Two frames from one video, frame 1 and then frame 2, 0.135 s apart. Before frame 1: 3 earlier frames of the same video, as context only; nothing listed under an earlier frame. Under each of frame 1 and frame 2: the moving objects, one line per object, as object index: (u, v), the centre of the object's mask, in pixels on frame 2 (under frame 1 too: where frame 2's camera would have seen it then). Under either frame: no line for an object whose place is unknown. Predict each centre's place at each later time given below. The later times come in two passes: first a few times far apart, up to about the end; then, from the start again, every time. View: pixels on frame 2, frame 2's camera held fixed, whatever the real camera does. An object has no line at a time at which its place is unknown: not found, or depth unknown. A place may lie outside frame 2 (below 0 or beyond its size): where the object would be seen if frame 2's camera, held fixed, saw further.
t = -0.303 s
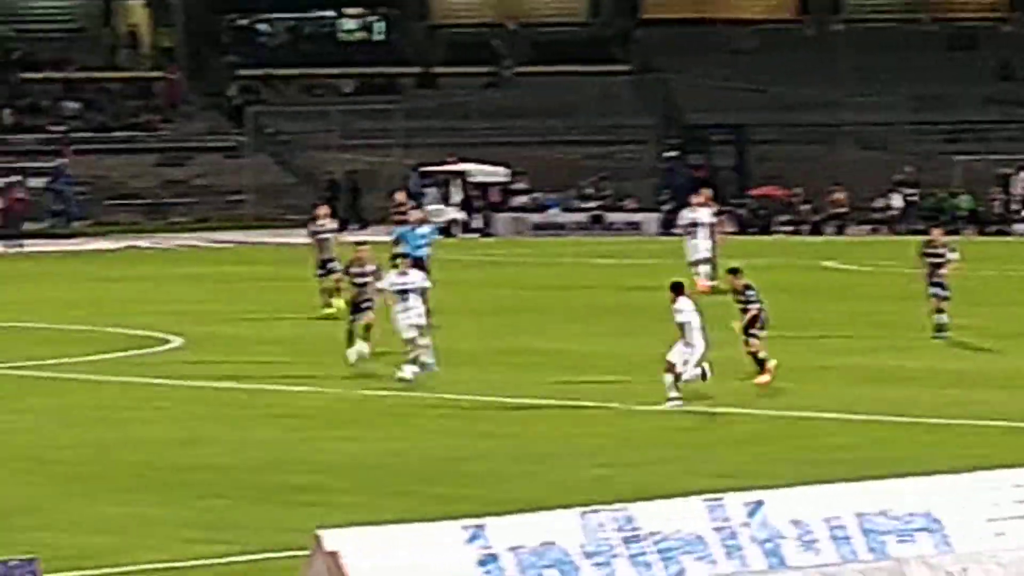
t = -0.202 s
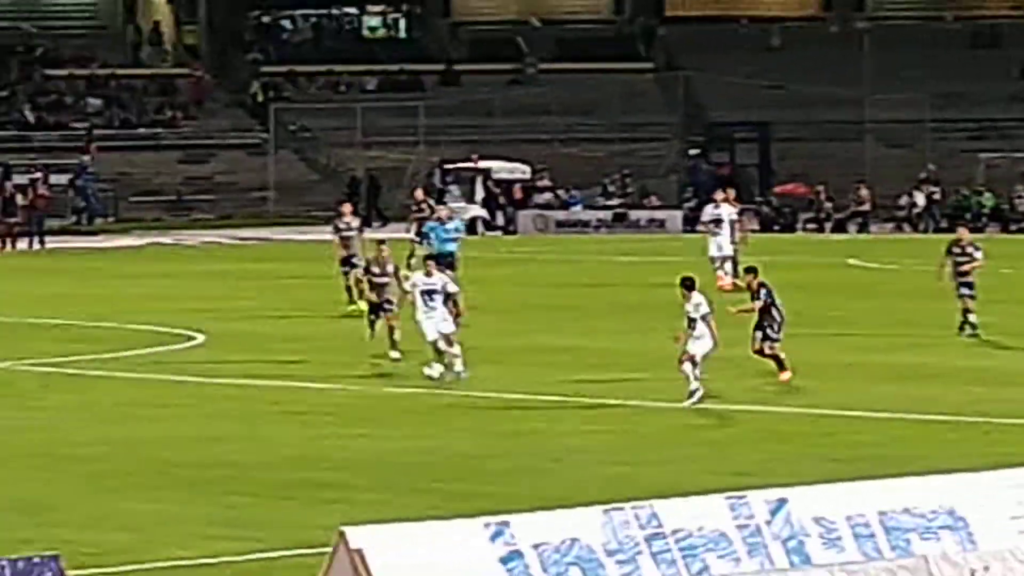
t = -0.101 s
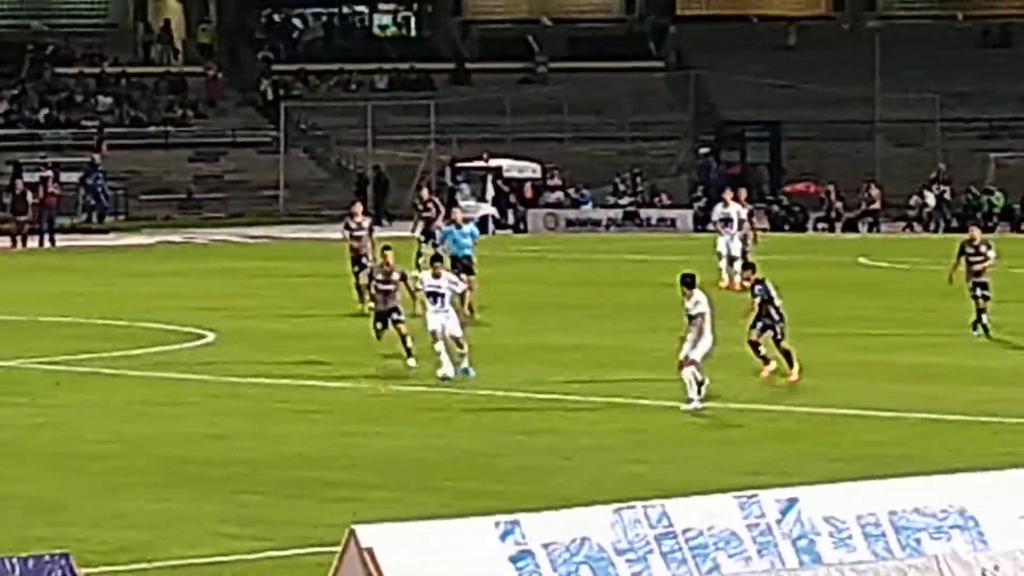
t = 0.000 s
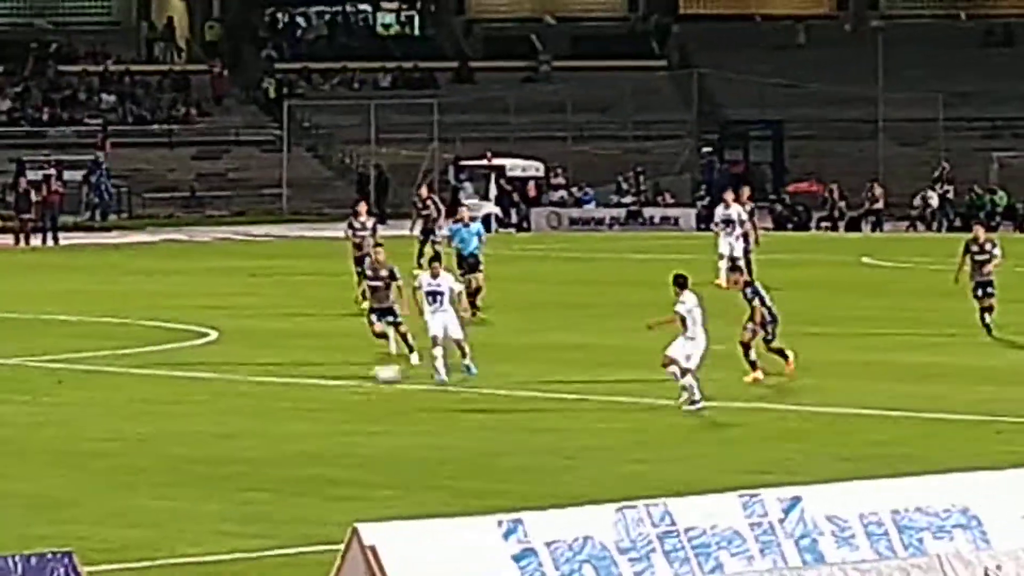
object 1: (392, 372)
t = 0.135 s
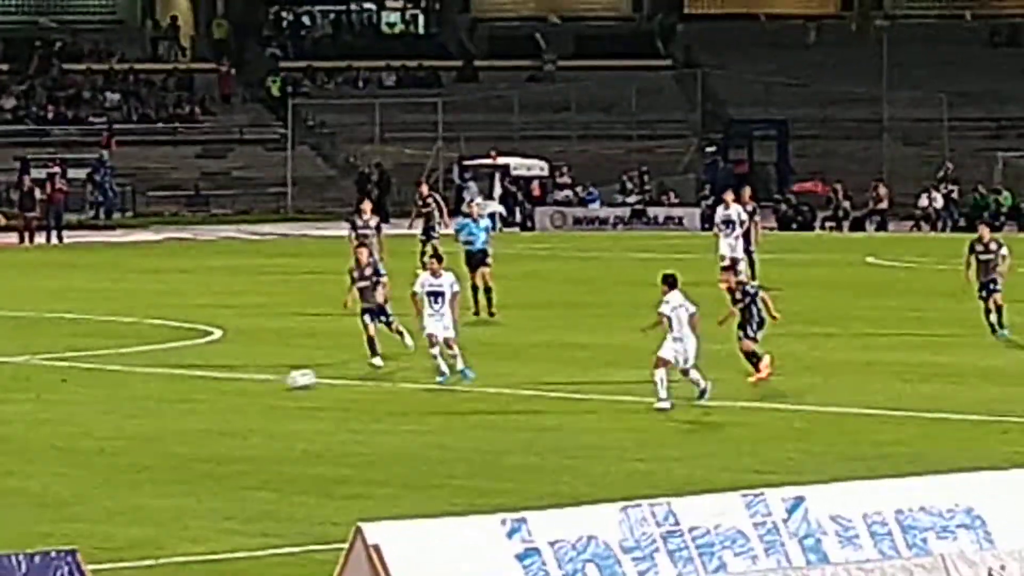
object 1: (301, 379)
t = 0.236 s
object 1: (236, 384)
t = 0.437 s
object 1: (104, 397)
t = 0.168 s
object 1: (280, 381)
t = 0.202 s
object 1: (257, 382)
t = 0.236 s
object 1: (236, 384)
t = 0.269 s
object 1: (214, 384)
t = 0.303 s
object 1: (191, 387)
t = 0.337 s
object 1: (170, 390)
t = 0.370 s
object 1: (148, 393)
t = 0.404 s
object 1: (126, 395)
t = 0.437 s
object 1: (104, 397)
